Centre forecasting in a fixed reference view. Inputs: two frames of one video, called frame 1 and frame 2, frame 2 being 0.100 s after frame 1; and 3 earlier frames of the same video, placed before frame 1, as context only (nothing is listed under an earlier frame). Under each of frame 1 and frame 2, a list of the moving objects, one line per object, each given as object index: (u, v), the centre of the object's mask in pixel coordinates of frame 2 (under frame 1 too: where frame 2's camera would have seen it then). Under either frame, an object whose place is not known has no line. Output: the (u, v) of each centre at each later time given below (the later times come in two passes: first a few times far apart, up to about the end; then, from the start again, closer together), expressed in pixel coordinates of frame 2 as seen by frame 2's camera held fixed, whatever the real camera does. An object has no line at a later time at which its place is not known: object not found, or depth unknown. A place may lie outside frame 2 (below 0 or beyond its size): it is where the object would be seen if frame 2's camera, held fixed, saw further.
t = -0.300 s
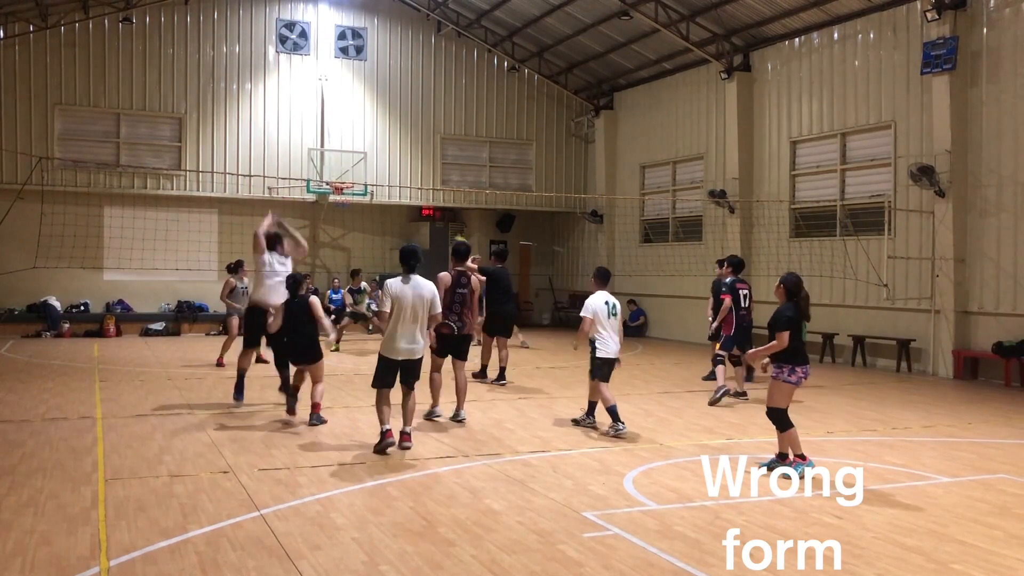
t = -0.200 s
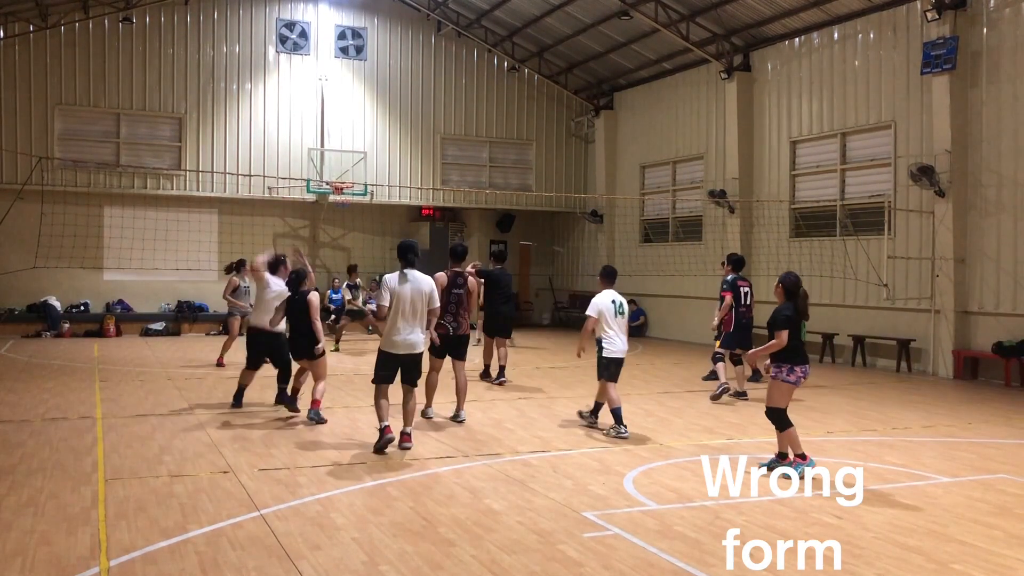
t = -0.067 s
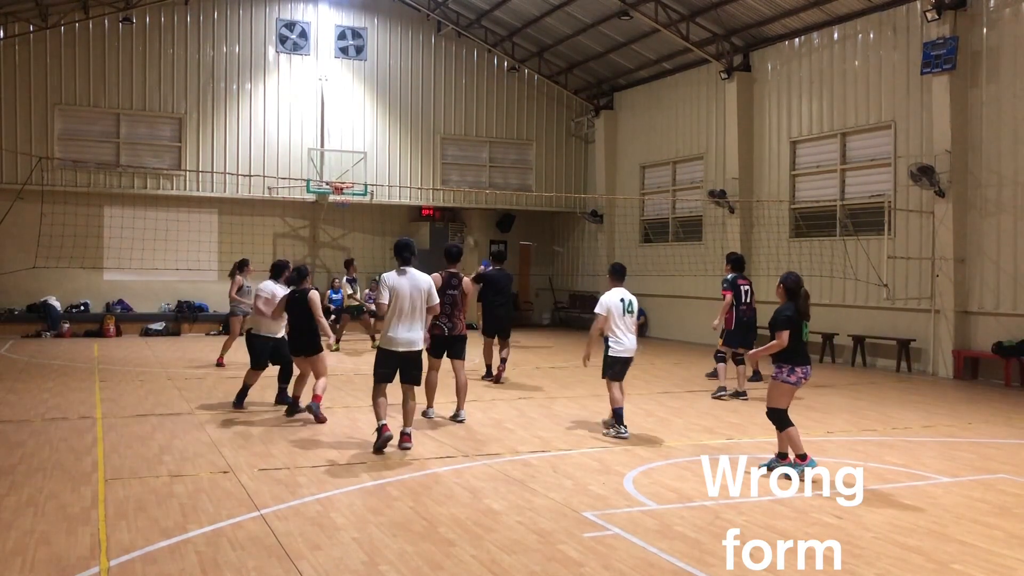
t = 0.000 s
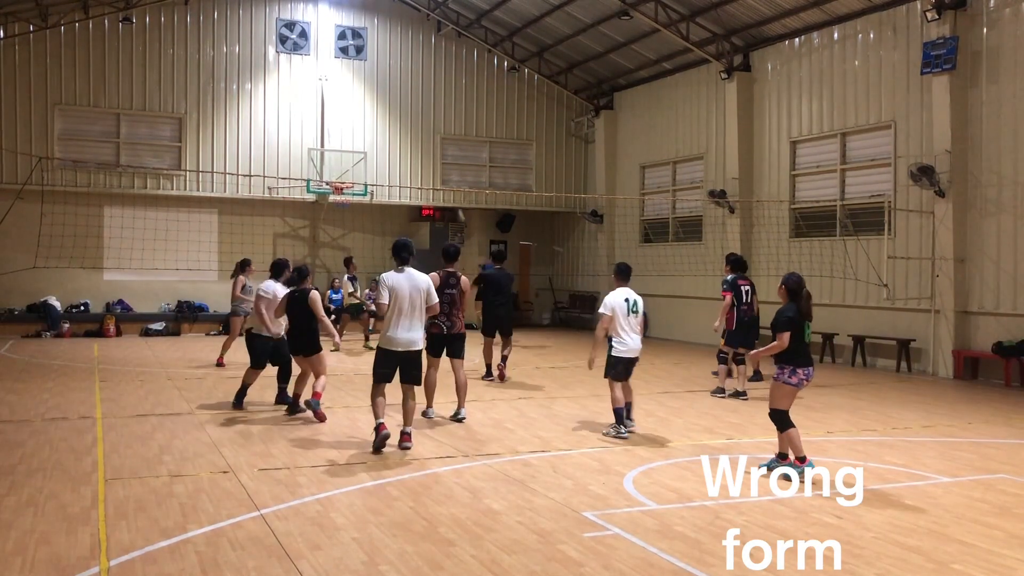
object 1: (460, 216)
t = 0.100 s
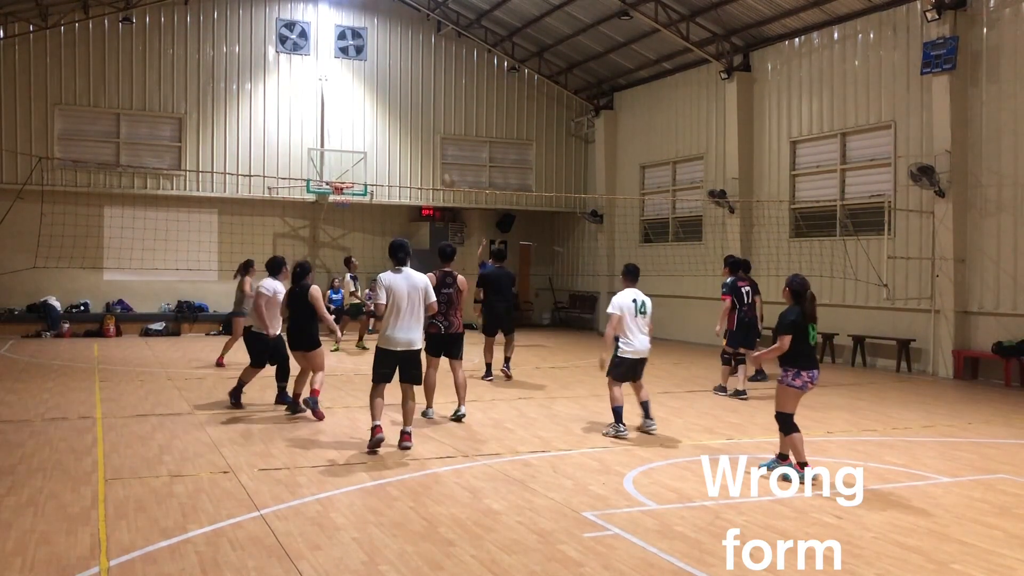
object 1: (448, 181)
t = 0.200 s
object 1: (432, 149)
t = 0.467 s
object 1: (392, 92)
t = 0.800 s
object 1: (337, 71)
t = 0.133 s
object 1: (442, 170)
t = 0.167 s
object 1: (438, 160)
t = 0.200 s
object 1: (432, 149)
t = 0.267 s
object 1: (423, 132)
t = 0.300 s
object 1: (417, 124)
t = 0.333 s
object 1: (412, 116)
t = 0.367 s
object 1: (407, 109)
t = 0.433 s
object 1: (397, 97)
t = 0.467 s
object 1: (392, 92)
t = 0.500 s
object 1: (387, 87)
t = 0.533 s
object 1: (381, 83)
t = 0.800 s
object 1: (337, 71)
